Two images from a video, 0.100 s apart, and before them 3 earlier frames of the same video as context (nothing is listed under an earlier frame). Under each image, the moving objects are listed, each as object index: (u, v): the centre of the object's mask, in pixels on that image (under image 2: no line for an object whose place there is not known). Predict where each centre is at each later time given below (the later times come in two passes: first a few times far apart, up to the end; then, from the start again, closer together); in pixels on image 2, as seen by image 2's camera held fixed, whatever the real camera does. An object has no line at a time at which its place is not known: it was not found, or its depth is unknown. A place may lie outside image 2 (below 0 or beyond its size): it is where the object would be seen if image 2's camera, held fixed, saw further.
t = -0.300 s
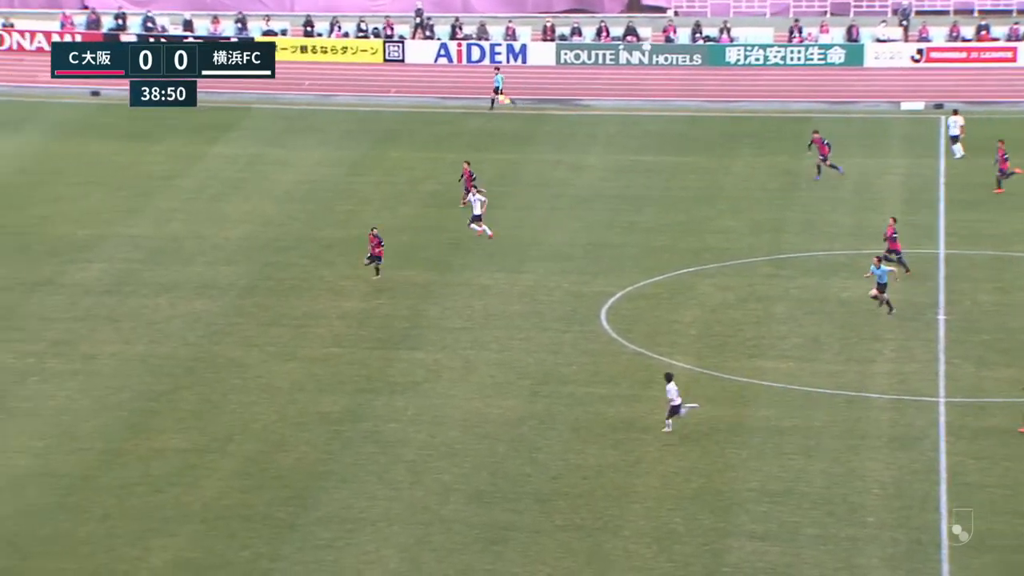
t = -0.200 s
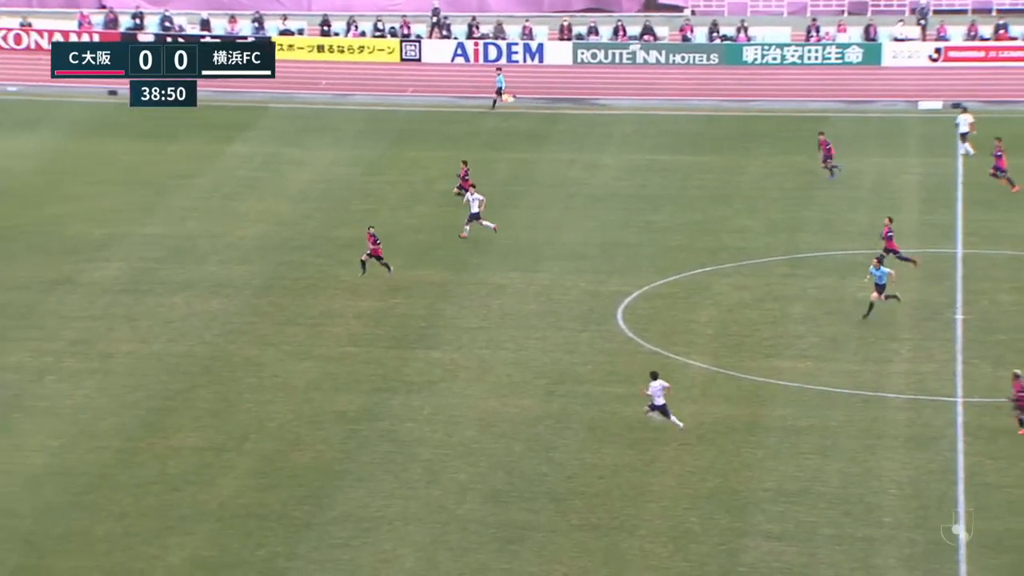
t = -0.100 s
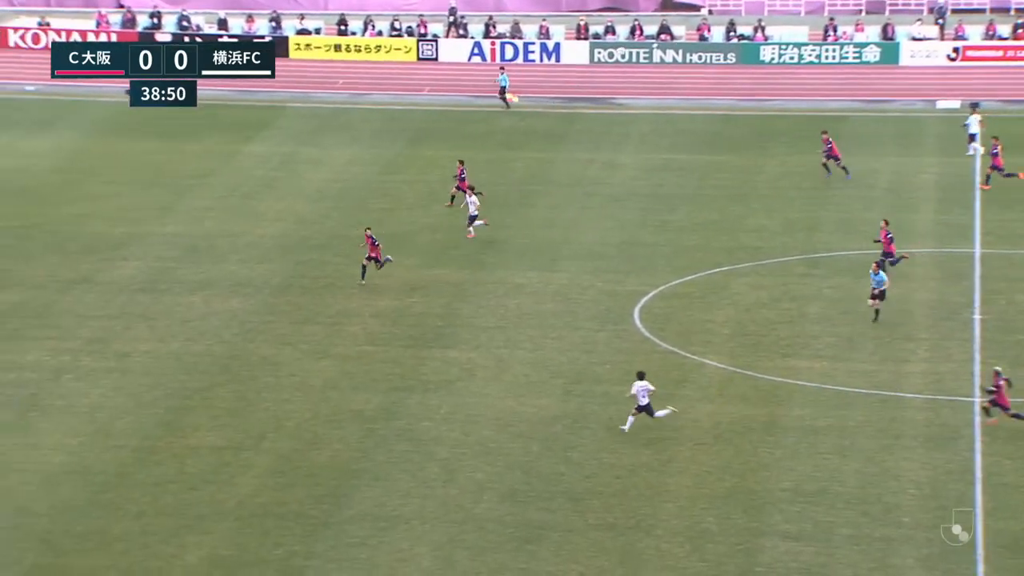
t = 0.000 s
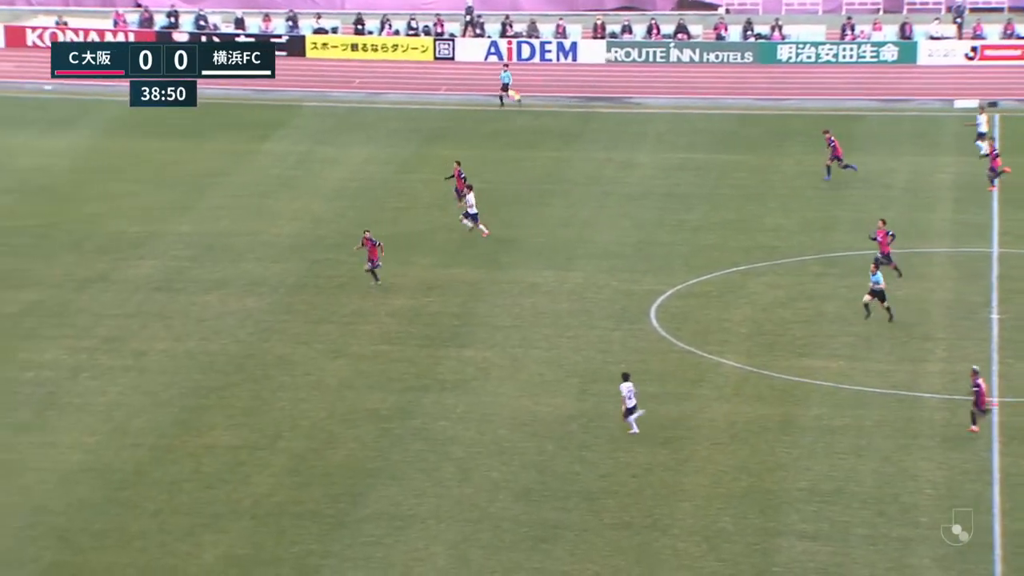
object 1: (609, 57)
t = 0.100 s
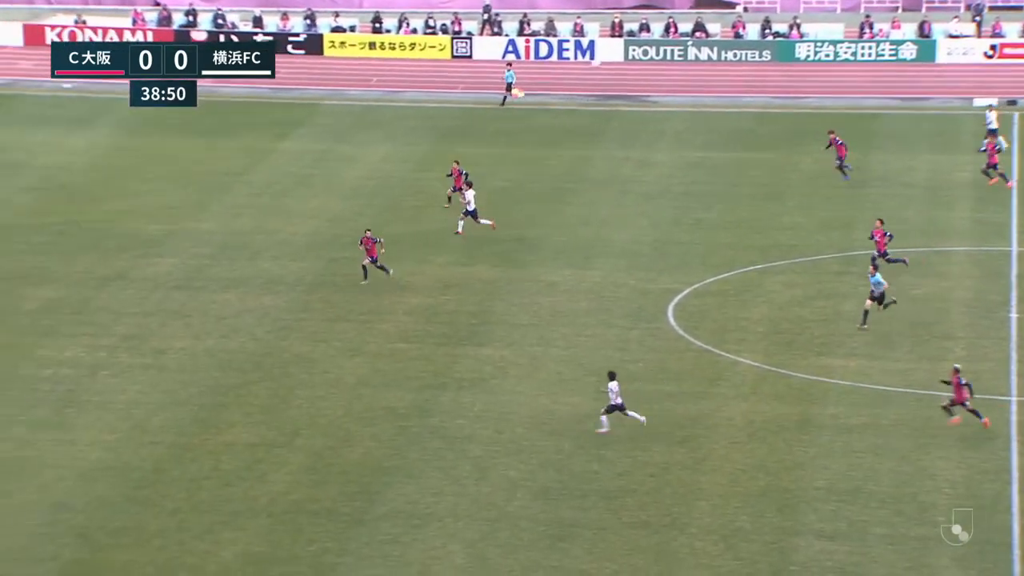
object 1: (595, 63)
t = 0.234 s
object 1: (564, 78)
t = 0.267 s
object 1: (555, 80)
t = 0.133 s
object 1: (587, 68)
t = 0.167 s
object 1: (580, 69)
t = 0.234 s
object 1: (564, 78)
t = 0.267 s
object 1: (555, 80)
